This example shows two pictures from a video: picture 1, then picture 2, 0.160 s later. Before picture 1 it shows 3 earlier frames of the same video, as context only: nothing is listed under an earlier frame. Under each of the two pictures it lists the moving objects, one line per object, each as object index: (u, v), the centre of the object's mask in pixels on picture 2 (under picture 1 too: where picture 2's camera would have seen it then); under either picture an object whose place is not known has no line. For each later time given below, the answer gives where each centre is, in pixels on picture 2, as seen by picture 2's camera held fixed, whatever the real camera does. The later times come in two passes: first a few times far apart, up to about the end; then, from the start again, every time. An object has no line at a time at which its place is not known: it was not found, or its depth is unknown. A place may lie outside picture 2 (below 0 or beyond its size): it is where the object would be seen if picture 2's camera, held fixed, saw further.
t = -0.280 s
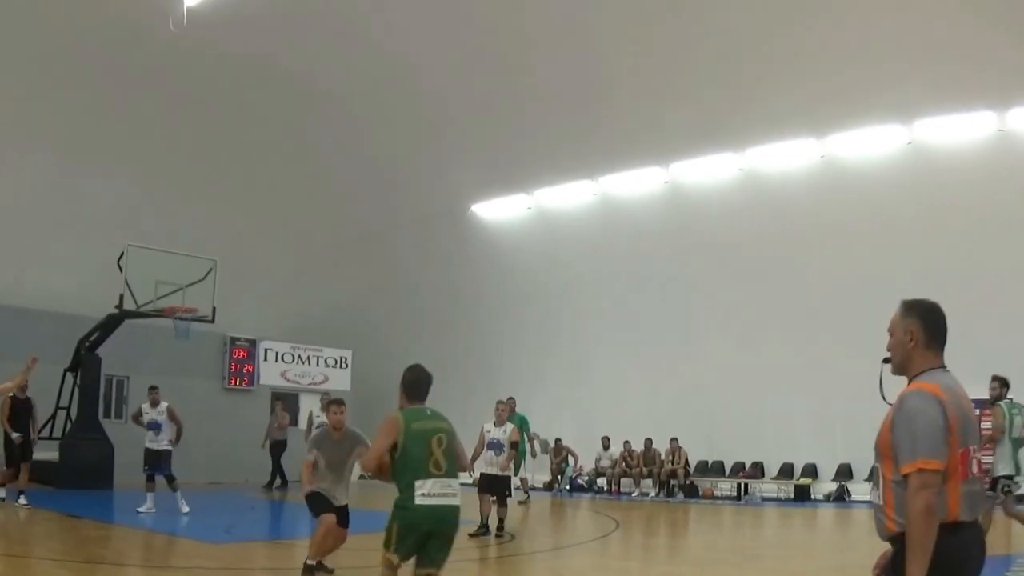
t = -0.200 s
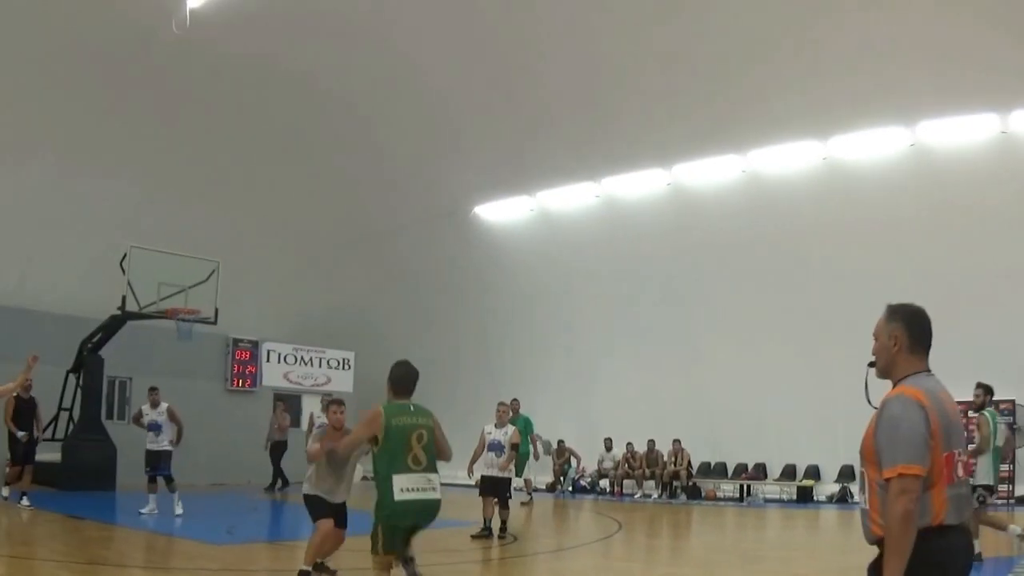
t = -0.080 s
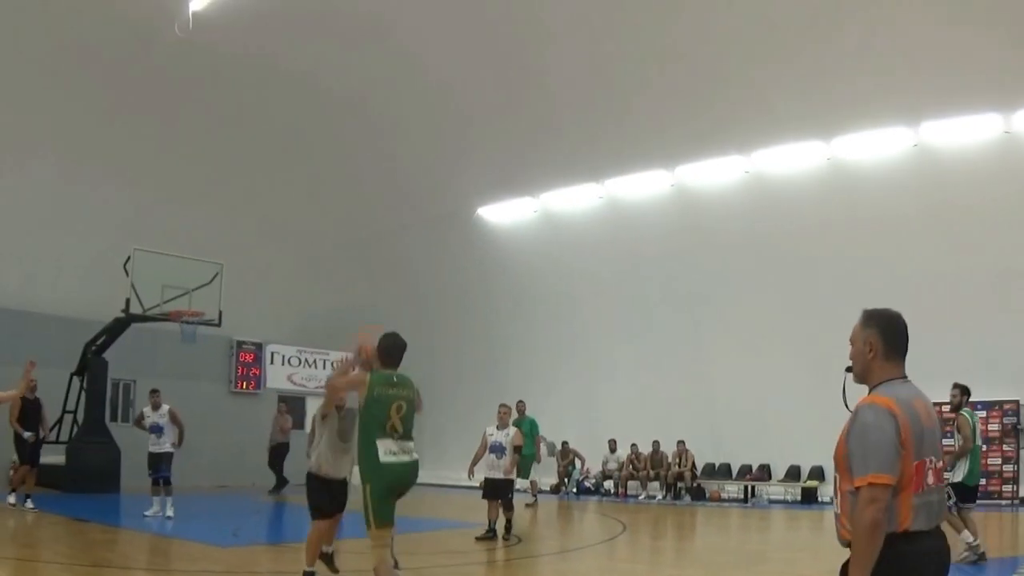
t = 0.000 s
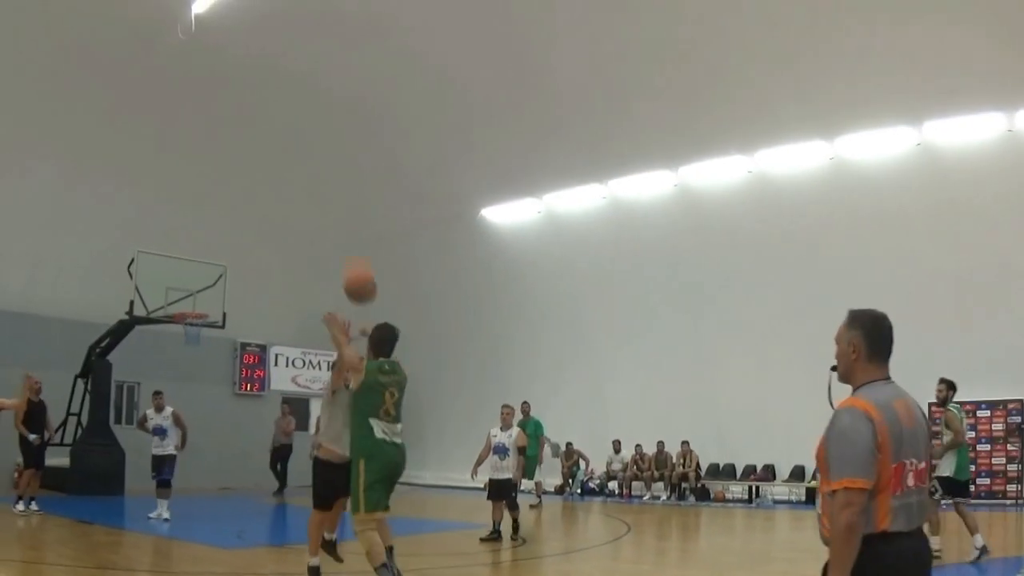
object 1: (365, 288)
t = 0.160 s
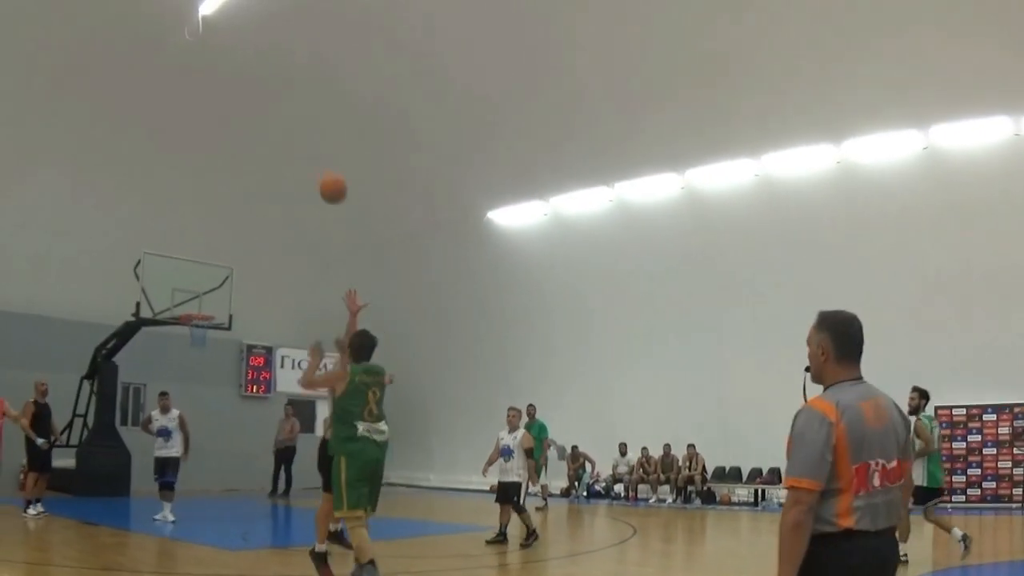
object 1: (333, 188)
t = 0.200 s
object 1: (326, 172)
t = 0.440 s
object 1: (290, 127)
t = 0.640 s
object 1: (270, 135)
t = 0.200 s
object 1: (326, 172)
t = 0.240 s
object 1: (319, 160)
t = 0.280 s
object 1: (313, 148)
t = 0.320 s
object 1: (307, 140)
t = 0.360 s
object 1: (301, 135)
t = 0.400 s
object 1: (295, 130)
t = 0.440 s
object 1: (290, 127)
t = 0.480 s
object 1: (286, 126)
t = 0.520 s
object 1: (281, 127)
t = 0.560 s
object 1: (276, 129)
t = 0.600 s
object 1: (273, 132)
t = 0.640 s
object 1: (270, 135)
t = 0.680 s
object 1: (267, 140)
